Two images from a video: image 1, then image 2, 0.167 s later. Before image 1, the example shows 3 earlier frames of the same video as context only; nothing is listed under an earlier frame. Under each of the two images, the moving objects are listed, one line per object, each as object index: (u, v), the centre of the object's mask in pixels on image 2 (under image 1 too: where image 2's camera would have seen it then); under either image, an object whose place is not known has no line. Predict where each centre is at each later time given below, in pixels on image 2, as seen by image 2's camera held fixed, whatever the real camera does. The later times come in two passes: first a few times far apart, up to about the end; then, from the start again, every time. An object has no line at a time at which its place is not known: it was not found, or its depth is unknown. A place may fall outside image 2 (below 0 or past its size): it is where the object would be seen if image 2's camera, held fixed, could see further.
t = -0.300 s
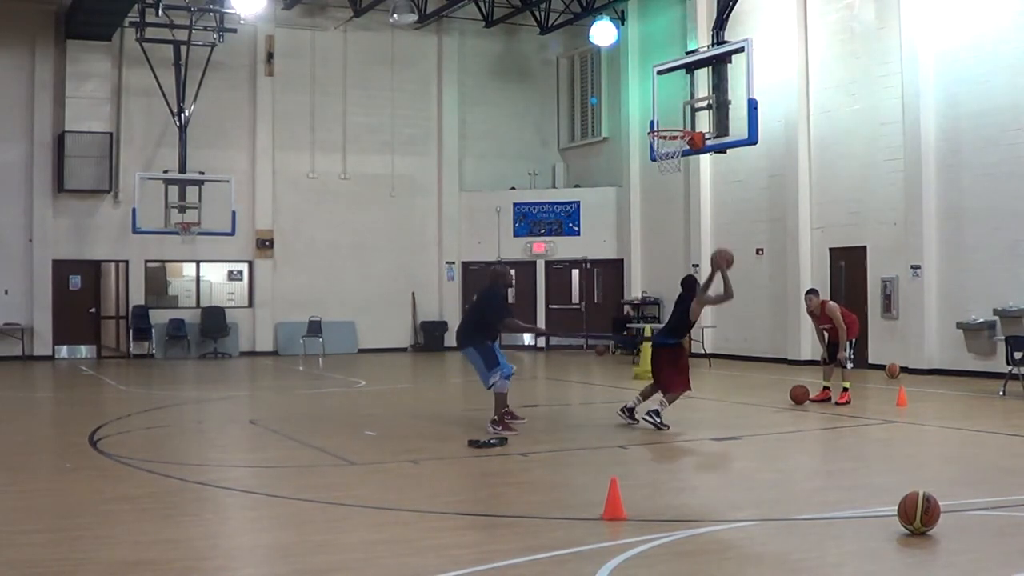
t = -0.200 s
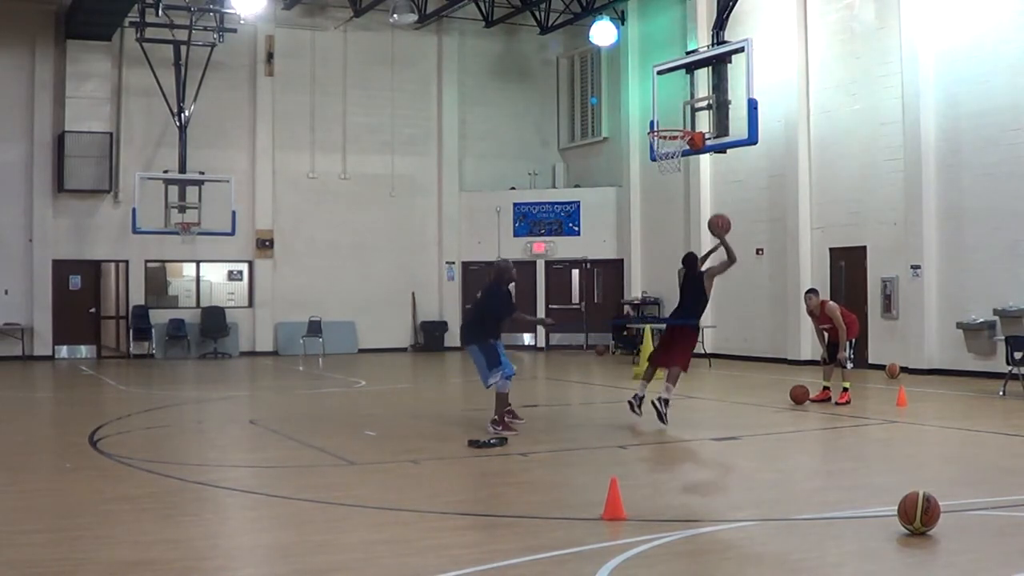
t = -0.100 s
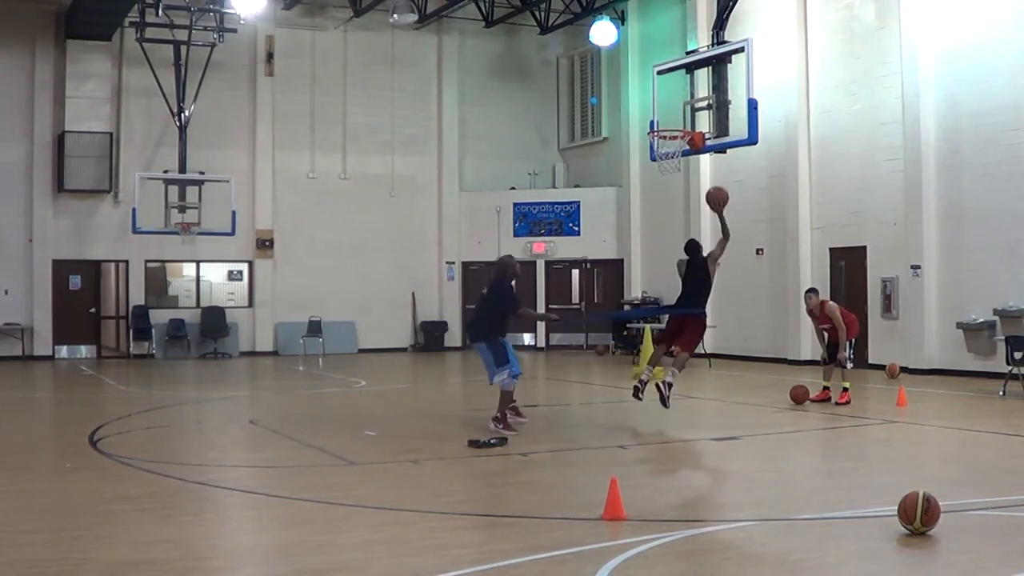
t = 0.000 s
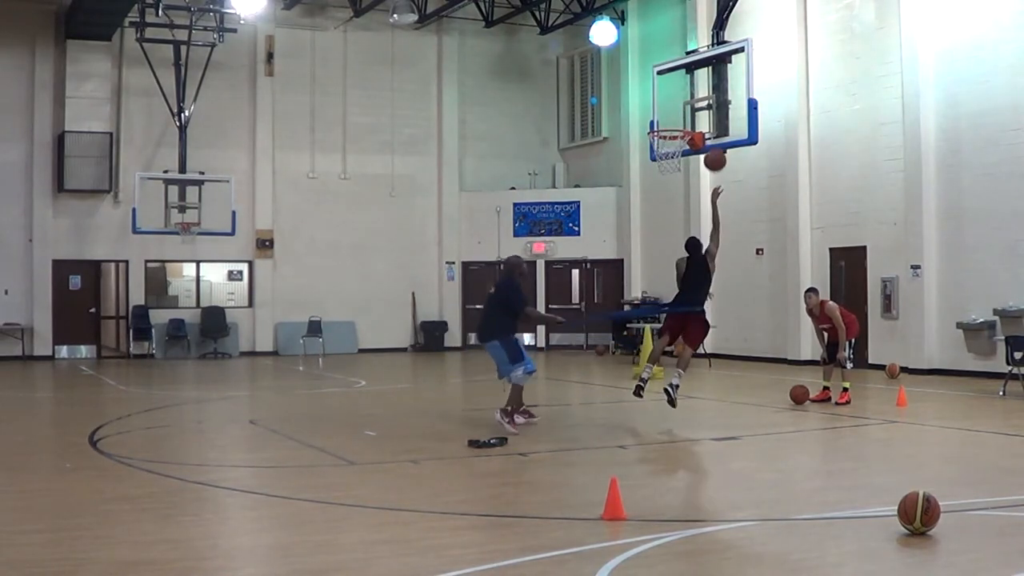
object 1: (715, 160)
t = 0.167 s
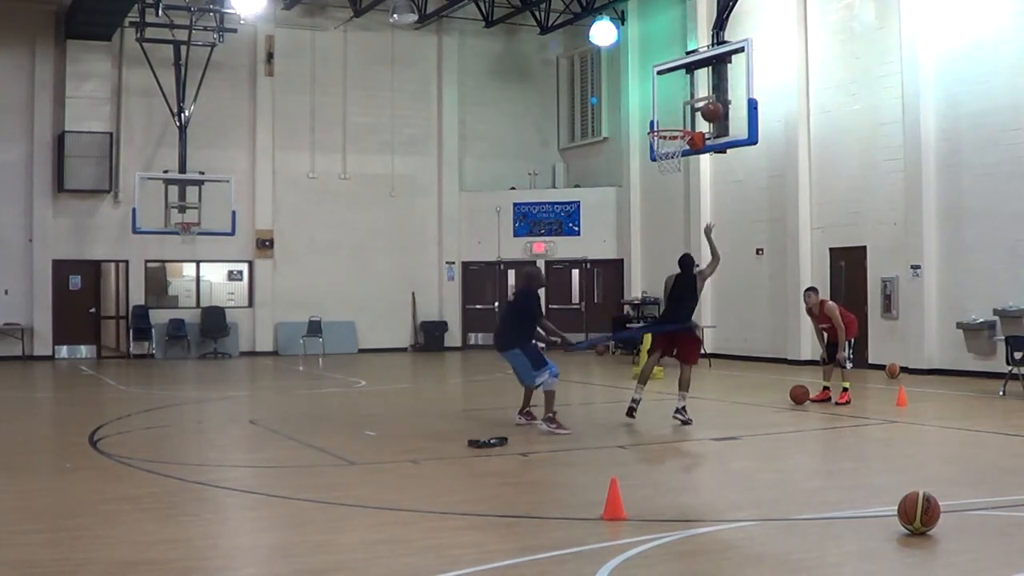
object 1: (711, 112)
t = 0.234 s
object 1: (703, 106)
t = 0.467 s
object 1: (672, 120)
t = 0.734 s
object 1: (664, 177)
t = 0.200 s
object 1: (708, 109)
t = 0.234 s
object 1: (703, 106)
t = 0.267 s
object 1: (699, 106)
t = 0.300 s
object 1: (694, 106)
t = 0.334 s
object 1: (690, 107)
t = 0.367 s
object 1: (686, 110)
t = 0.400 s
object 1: (681, 112)
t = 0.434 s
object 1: (677, 116)
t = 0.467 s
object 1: (672, 120)
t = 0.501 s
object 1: (668, 128)
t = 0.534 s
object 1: (667, 133)
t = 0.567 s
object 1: (666, 139)
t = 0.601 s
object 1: (666, 146)
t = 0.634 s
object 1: (665, 151)
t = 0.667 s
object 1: (664, 159)
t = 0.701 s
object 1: (664, 172)
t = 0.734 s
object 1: (664, 177)
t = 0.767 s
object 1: (664, 184)
